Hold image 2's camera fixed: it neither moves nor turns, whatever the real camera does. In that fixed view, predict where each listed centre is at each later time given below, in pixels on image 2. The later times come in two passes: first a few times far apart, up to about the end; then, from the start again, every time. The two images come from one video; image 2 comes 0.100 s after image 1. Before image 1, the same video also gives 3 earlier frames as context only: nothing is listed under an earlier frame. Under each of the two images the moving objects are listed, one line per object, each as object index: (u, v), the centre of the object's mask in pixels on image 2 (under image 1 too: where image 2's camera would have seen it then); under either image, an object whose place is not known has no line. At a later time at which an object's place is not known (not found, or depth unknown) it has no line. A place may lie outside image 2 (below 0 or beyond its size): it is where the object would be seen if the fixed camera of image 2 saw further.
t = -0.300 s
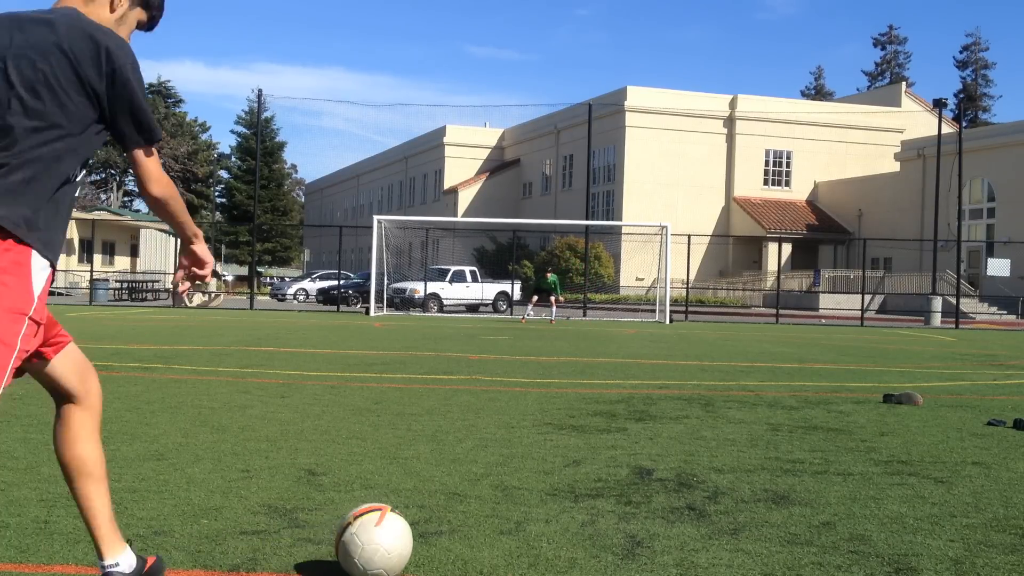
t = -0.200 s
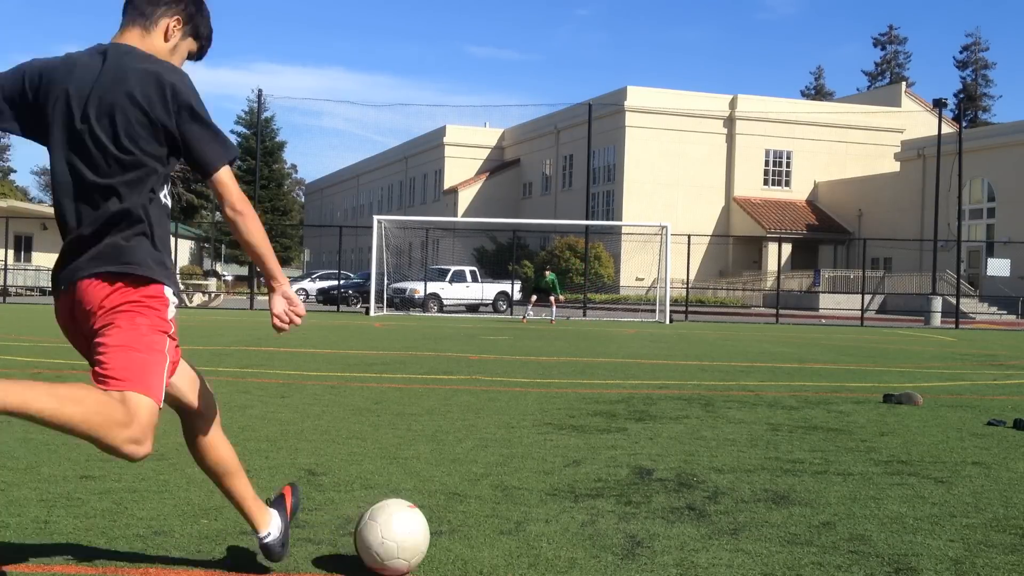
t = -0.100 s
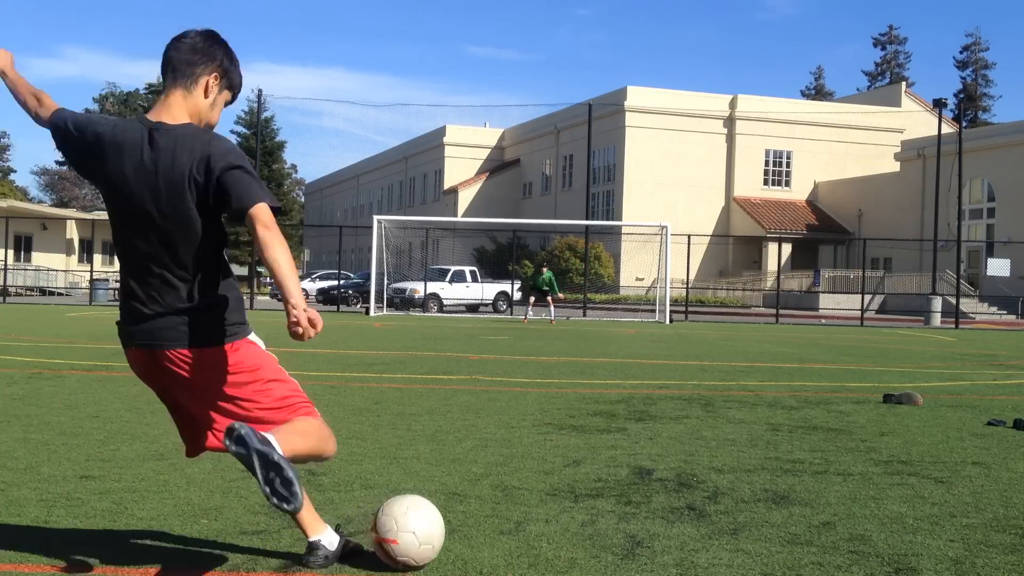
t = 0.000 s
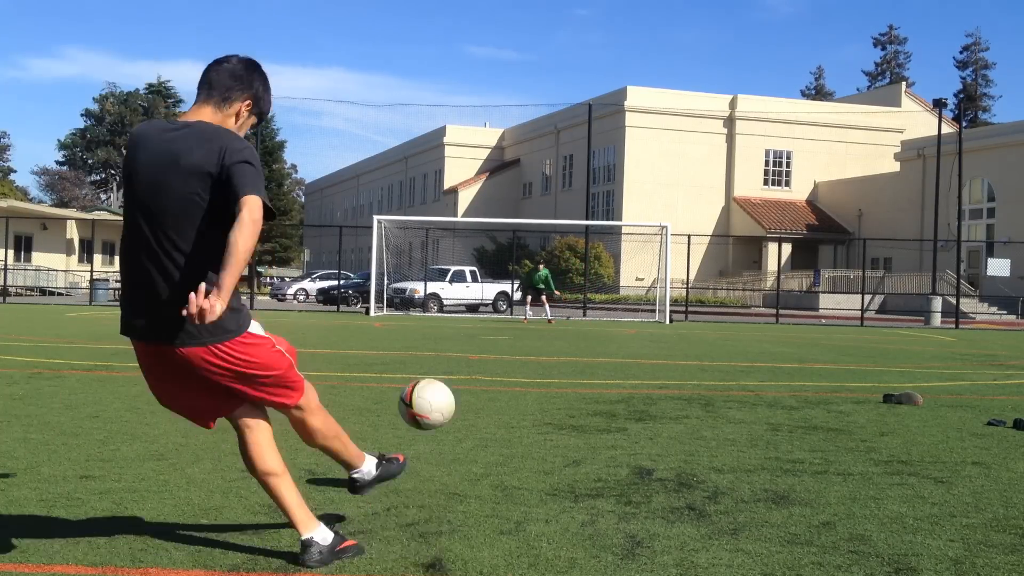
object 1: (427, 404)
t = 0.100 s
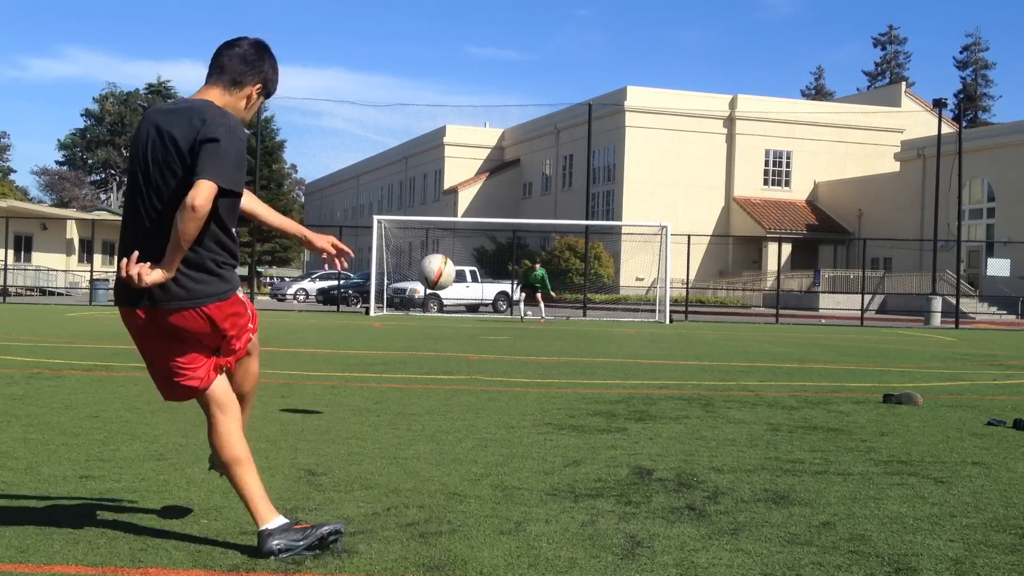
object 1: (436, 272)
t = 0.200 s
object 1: (440, 211)
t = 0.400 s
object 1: (433, 160)
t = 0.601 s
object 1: (423, 151)
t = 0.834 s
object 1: (412, 159)
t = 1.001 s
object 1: (402, 175)
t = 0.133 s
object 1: (438, 247)
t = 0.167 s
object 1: (440, 227)
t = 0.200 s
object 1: (440, 211)
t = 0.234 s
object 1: (440, 197)
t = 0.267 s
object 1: (439, 187)
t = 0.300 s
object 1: (438, 178)
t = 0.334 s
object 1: (436, 170)
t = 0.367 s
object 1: (435, 164)
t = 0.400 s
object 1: (433, 160)
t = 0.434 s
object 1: (431, 157)
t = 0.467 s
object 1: (430, 154)
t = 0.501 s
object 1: (428, 153)
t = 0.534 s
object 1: (426, 151)
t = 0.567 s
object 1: (425, 151)
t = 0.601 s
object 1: (423, 151)
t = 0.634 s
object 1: (422, 151)
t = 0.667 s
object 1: (420, 151)
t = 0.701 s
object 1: (419, 152)
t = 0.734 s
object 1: (417, 153)
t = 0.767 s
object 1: (415, 155)
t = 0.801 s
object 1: (413, 157)
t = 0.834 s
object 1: (412, 159)
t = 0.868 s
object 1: (410, 162)
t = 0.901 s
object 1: (408, 165)
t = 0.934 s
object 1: (406, 168)
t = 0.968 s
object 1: (404, 172)
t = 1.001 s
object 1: (402, 175)
